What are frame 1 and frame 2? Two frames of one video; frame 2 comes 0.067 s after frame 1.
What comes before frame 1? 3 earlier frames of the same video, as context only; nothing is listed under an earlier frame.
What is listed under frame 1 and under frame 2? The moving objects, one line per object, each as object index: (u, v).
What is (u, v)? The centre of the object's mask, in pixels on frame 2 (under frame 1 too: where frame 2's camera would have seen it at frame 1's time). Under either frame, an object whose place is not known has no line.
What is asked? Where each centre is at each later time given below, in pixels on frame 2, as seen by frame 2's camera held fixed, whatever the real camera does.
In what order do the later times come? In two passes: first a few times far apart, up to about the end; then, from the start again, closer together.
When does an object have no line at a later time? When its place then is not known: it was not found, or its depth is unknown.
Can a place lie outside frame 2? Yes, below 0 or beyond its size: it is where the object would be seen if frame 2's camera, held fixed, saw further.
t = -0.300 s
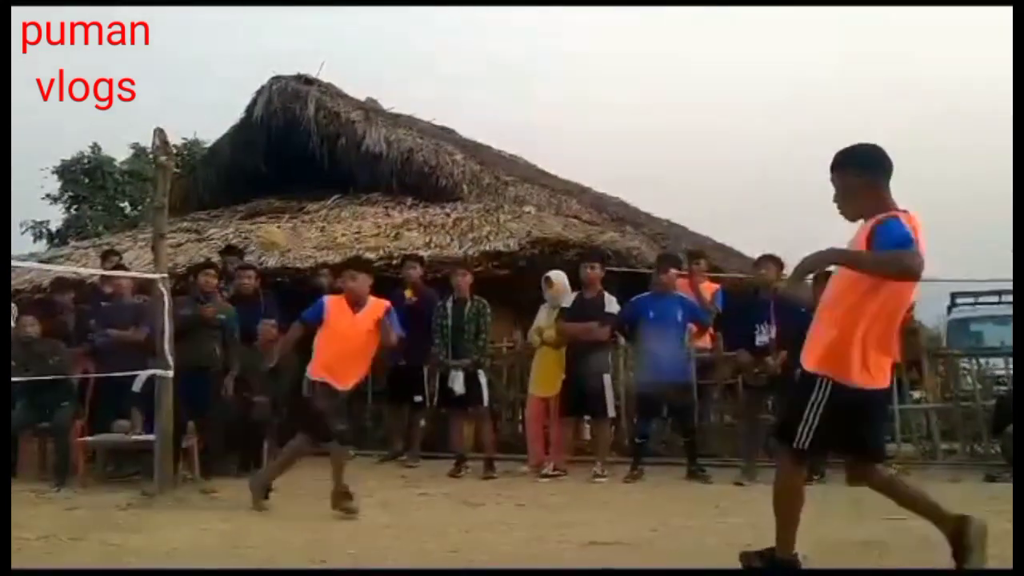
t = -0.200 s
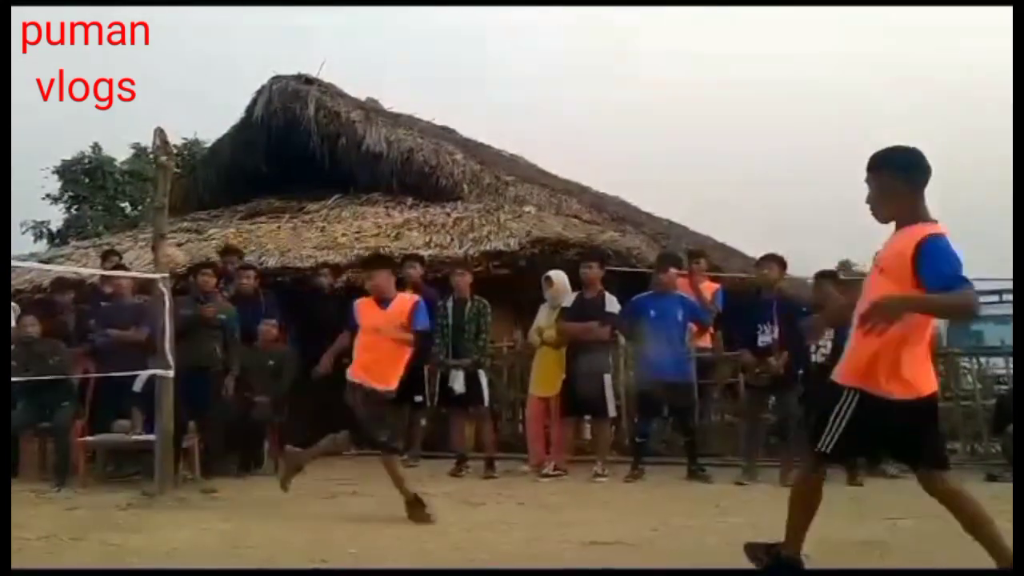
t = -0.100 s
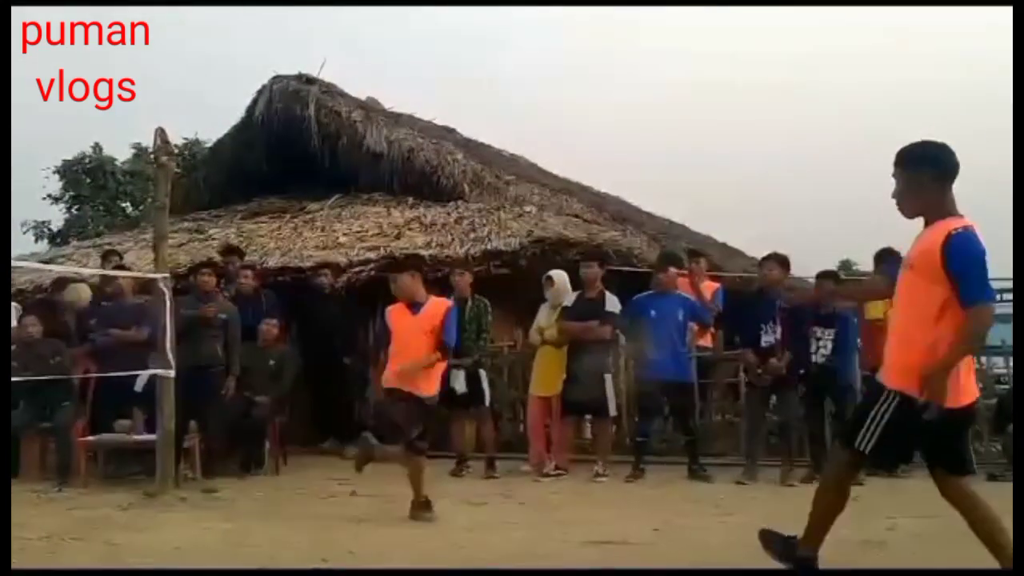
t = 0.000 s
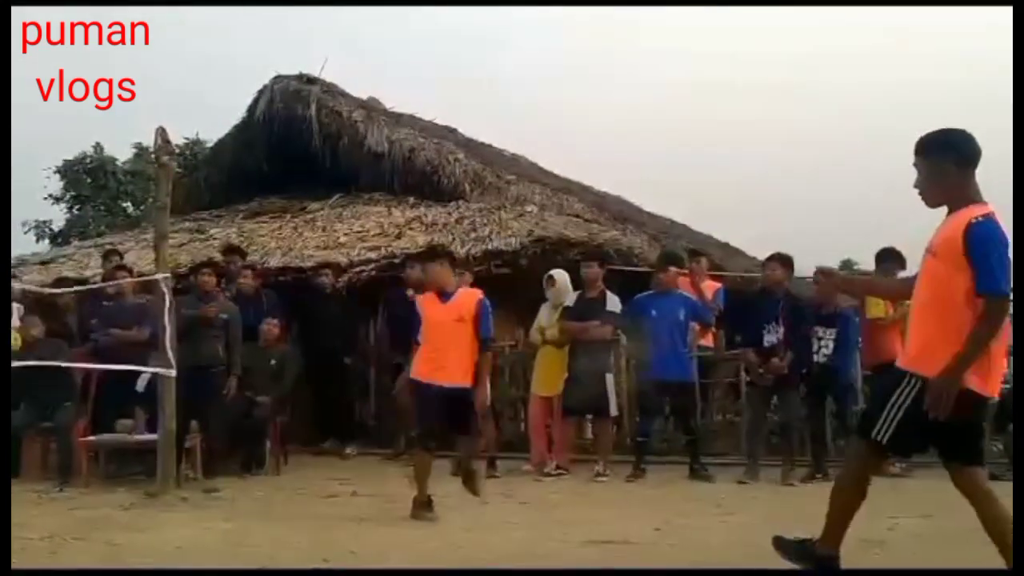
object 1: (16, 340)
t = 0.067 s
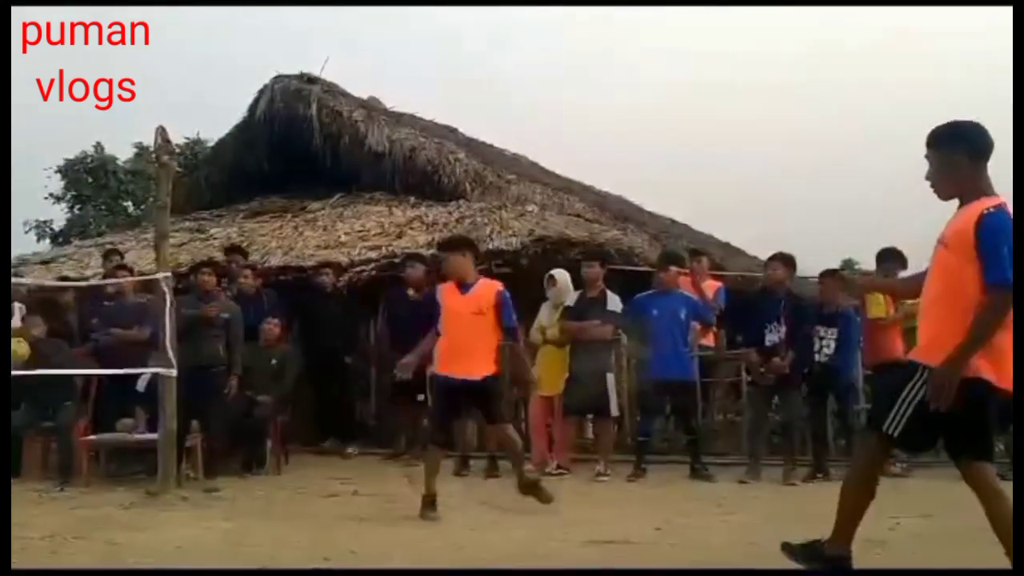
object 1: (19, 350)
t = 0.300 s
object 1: (146, 397)
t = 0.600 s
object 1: (295, 496)
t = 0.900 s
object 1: (376, 464)
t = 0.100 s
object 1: (30, 354)
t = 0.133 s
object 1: (49, 357)
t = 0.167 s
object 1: (69, 362)
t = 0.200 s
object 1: (88, 366)
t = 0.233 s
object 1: (107, 375)
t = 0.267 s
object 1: (126, 385)
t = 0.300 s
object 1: (146, 397)
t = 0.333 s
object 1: (165, 411)
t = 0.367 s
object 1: (185, 428)
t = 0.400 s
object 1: (203, 446)
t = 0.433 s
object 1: (222, 466)
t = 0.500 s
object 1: (263, 521)
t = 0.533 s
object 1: (277, 527)
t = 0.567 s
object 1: (286, 513)
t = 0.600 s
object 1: (295, 496)
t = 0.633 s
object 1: (305, 483)
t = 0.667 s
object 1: (313, 472)
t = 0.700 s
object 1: (322, 466)
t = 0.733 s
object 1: (331, 459)
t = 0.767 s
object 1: (340, 456)
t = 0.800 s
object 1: (348, 454)
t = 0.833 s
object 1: (357, 455)
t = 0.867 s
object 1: (366, 459)
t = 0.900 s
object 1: (376, 464)
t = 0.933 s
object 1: (384, 472)
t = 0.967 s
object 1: (395, 484)
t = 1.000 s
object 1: (400, 497)
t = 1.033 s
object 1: (412, 513)
